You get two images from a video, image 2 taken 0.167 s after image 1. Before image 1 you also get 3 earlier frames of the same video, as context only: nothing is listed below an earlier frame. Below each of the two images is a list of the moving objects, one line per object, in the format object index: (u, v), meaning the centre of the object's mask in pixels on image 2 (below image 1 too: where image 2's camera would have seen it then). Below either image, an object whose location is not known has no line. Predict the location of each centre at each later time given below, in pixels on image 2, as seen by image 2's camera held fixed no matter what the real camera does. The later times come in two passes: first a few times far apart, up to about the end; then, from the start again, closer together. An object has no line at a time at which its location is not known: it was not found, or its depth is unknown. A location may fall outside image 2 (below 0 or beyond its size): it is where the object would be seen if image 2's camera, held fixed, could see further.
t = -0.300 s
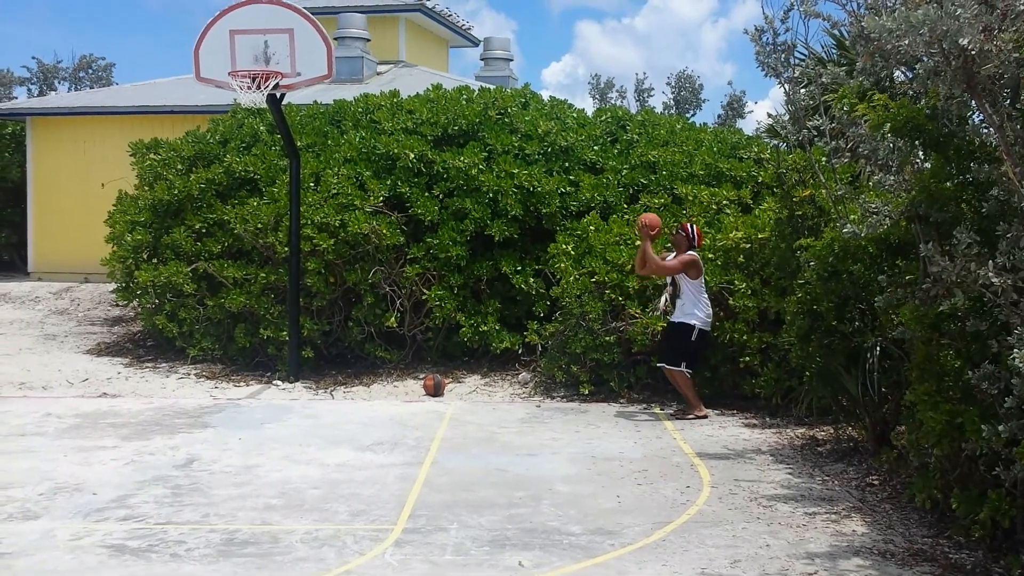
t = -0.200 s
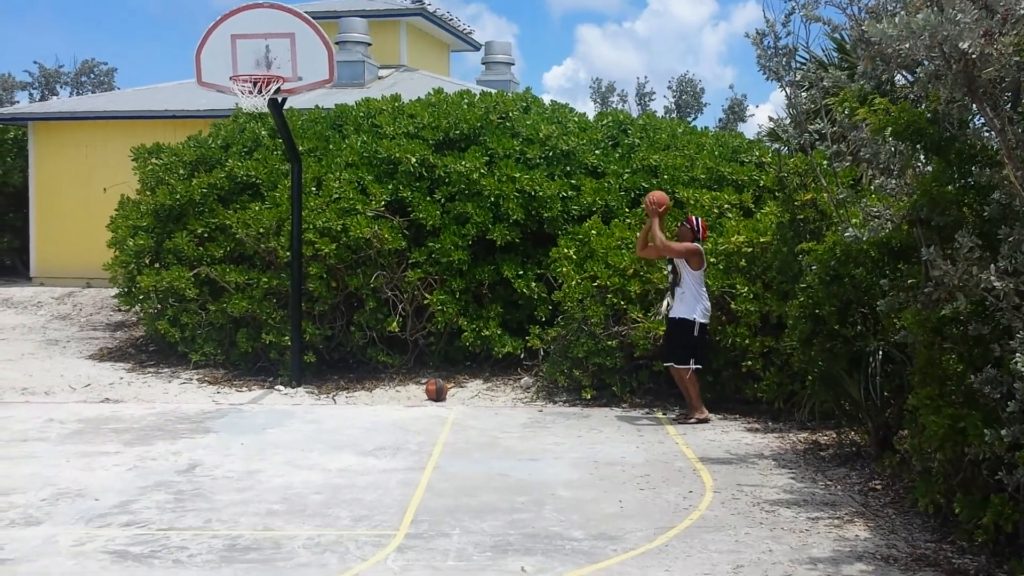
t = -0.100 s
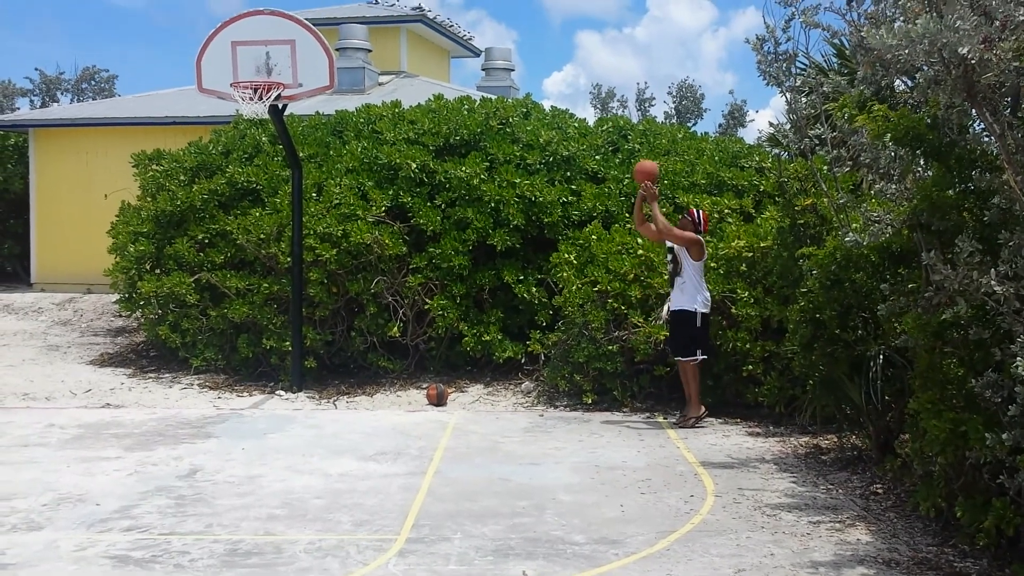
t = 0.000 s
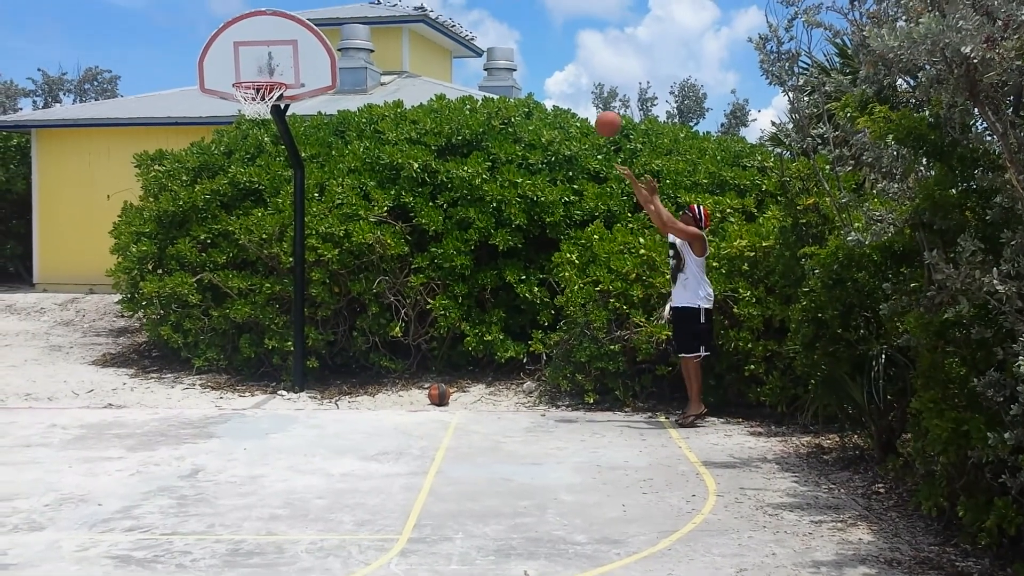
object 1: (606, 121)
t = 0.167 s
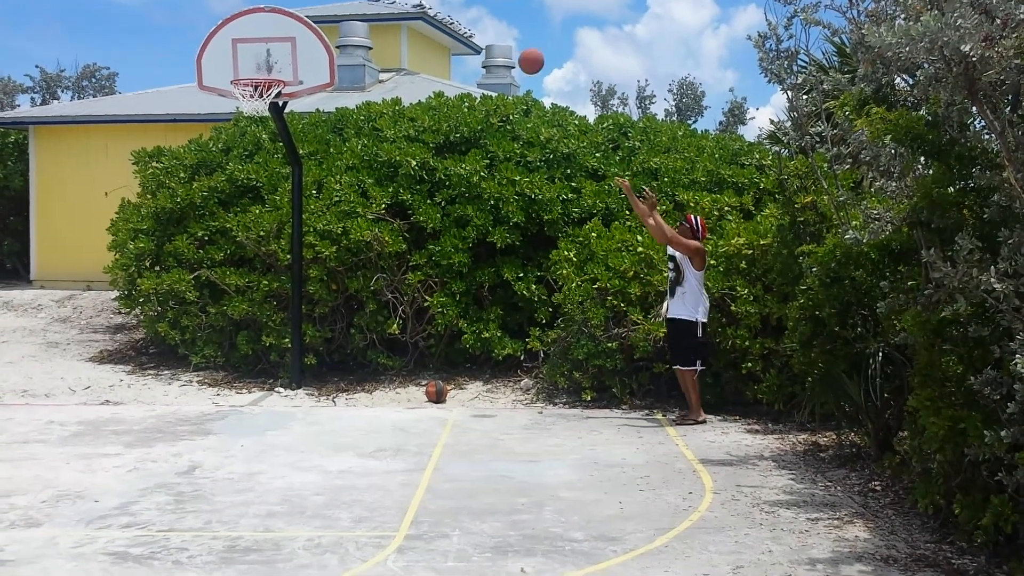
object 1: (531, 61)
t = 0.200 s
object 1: (516, 52)
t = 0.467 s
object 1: (396, 26)
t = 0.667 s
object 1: (306, 57)
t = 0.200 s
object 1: (516, 52)
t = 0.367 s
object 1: (442, 27)
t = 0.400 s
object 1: (426, 26)
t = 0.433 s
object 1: (411, 25)
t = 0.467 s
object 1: (396, 26)
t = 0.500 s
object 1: (381, 29)
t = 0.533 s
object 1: (366, 32)
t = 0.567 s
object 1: (351, 36)
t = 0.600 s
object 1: (336, 42)
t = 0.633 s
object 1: (322, 48)
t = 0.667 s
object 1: (306, 57)
